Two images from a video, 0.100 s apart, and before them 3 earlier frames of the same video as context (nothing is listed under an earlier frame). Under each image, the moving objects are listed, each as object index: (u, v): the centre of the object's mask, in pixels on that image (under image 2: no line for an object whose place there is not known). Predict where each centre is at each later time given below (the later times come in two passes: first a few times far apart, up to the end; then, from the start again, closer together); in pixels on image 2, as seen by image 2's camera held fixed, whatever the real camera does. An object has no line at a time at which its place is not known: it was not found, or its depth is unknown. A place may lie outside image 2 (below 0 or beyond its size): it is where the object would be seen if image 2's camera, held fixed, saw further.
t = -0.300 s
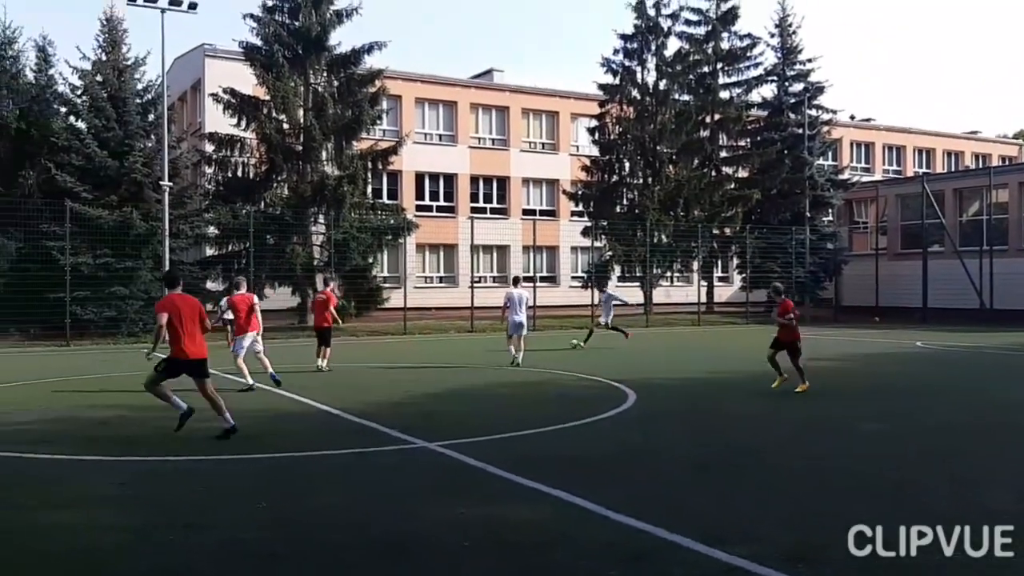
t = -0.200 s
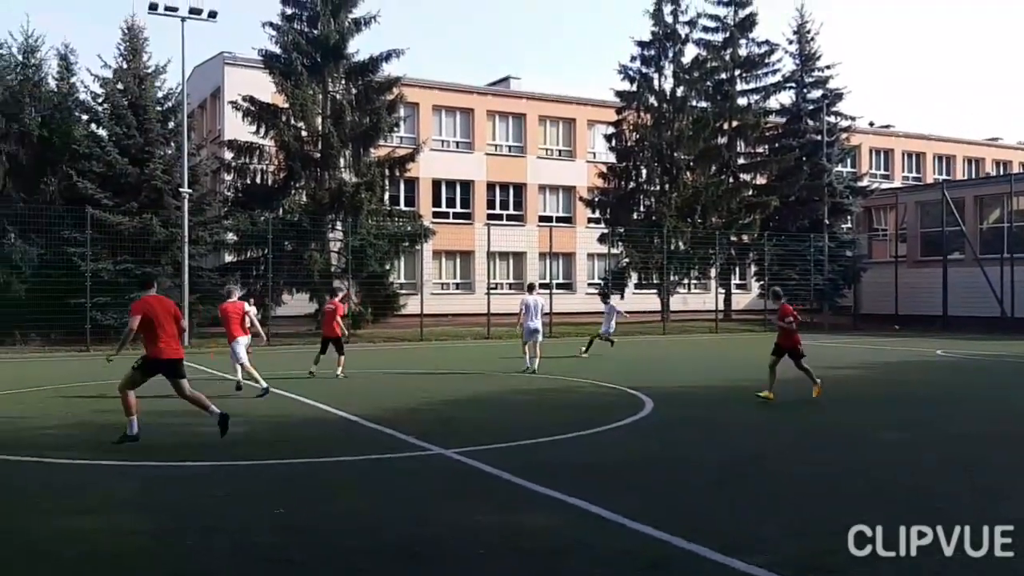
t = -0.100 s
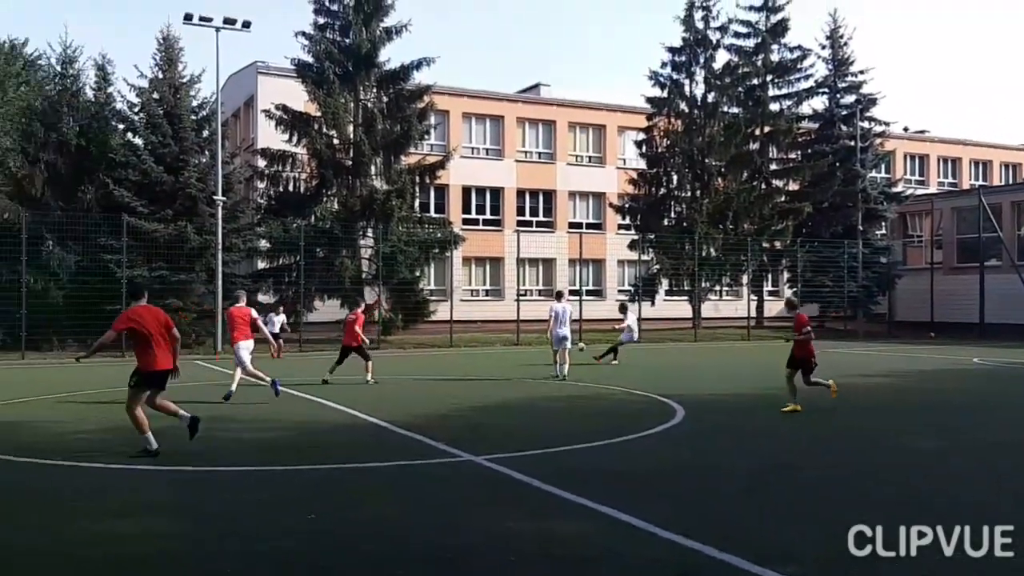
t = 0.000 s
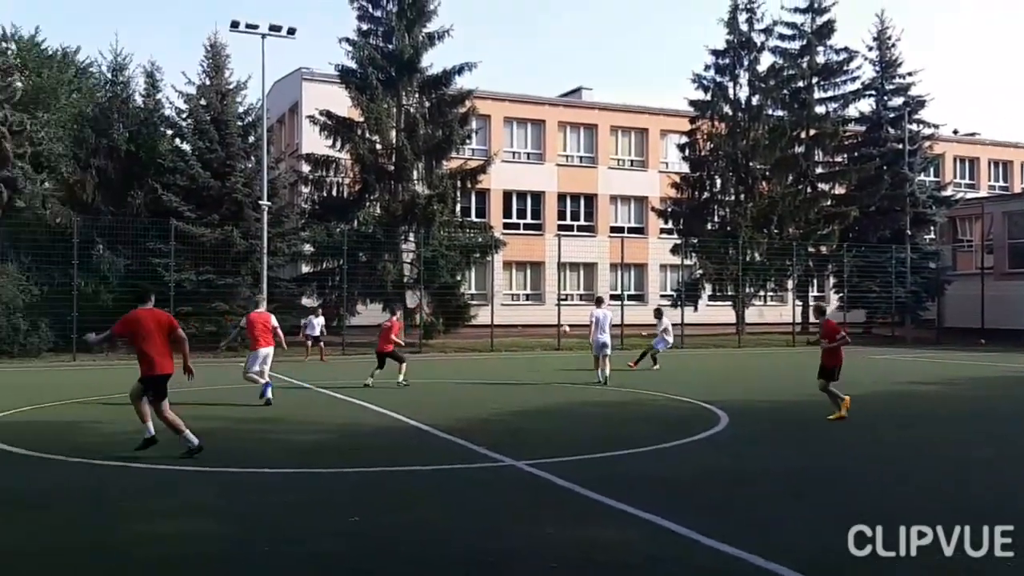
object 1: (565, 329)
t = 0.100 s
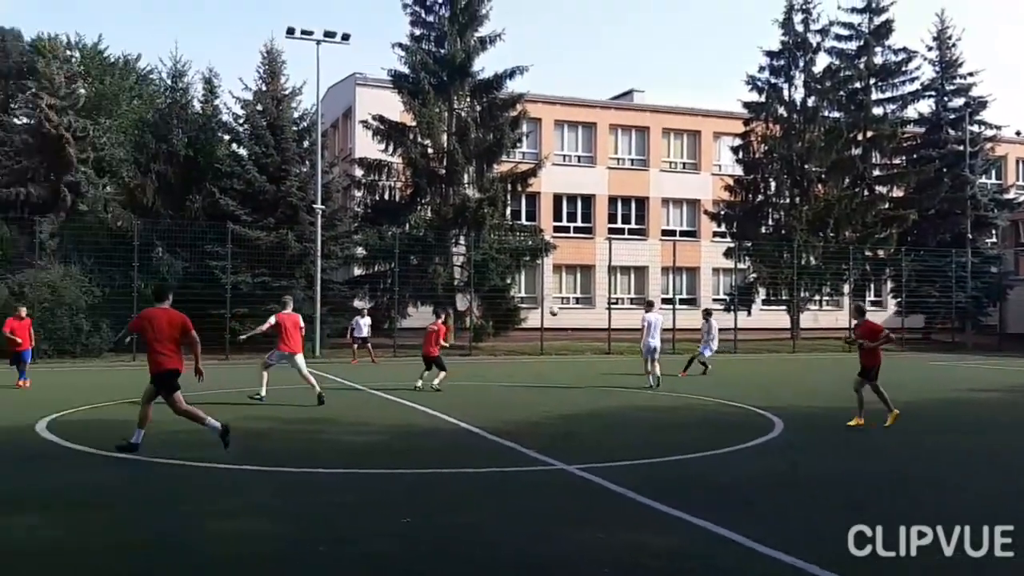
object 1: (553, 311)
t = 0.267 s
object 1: (447, 278)
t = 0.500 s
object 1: (281, 240)
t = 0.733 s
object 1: (90, 217)
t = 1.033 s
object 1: (-213, 216)
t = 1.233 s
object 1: (-473, 243)
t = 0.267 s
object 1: (447, 278)
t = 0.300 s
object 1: (424, 272)
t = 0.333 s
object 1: (402, 266)
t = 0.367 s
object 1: (379, 261)
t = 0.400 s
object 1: (356, 253)
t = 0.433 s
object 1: (331, 249)
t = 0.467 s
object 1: (306, 245)
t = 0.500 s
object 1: (281, 240)
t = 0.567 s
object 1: (230, 231)
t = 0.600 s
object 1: (203, 228)
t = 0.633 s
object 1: (176, 225)
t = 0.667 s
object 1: (148, 222)
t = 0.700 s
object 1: (120, 219)
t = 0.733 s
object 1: (90, 217)
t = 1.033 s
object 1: (-213, 216)
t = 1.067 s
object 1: (-253, 219)
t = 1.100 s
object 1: (-294, 222)
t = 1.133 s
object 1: (-336, 226)
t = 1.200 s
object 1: (-427, 236)
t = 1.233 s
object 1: (-473, 243)
